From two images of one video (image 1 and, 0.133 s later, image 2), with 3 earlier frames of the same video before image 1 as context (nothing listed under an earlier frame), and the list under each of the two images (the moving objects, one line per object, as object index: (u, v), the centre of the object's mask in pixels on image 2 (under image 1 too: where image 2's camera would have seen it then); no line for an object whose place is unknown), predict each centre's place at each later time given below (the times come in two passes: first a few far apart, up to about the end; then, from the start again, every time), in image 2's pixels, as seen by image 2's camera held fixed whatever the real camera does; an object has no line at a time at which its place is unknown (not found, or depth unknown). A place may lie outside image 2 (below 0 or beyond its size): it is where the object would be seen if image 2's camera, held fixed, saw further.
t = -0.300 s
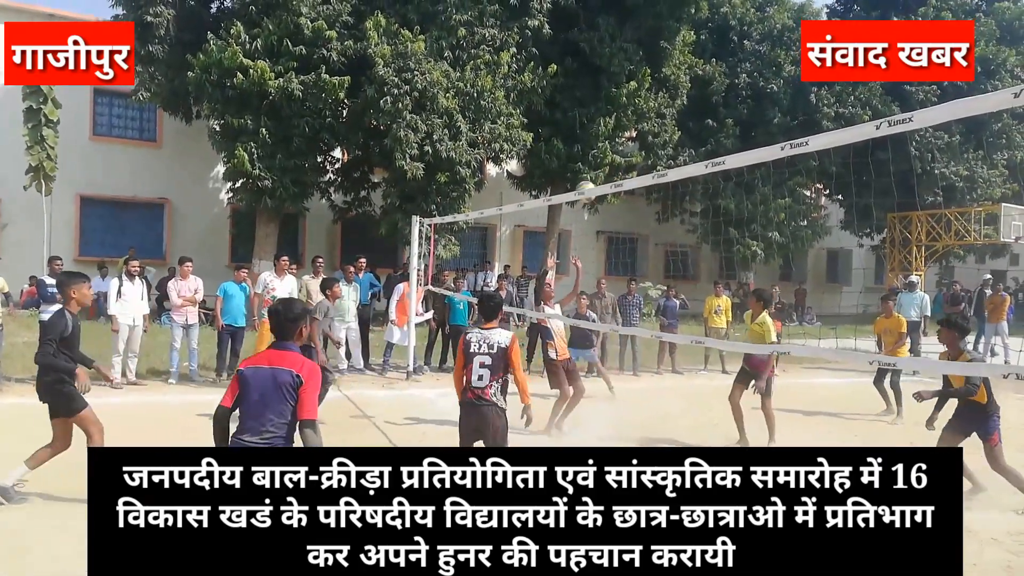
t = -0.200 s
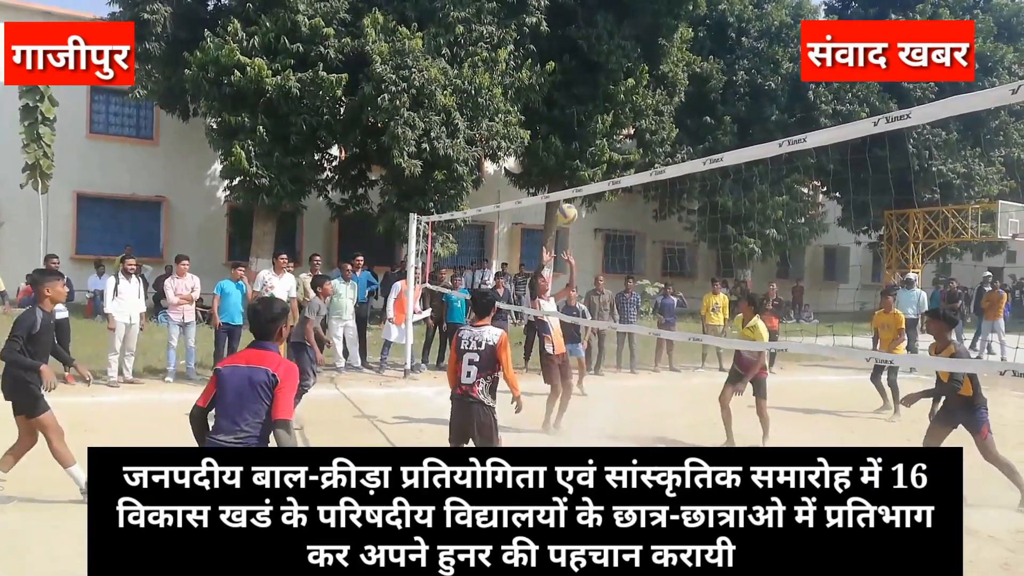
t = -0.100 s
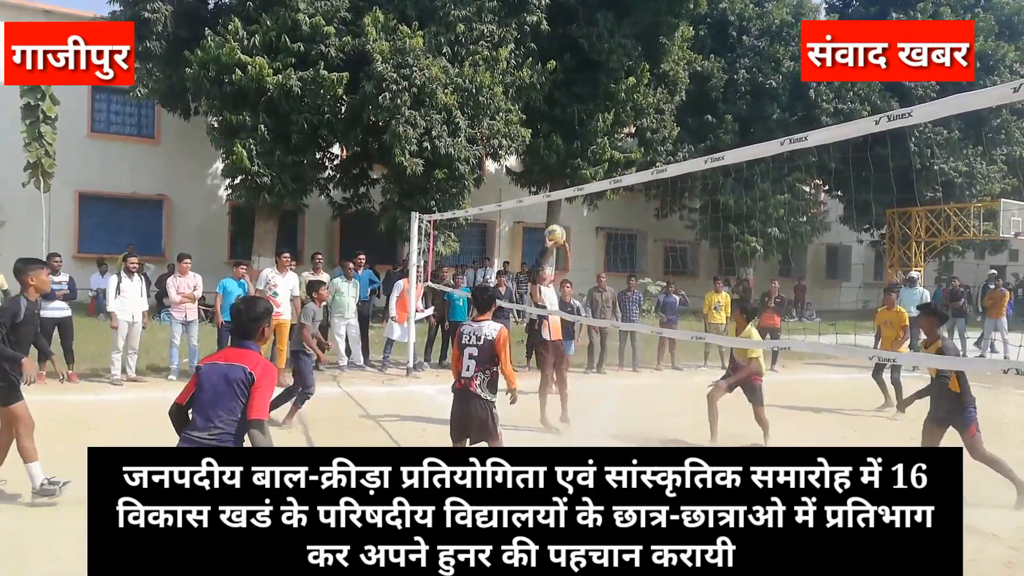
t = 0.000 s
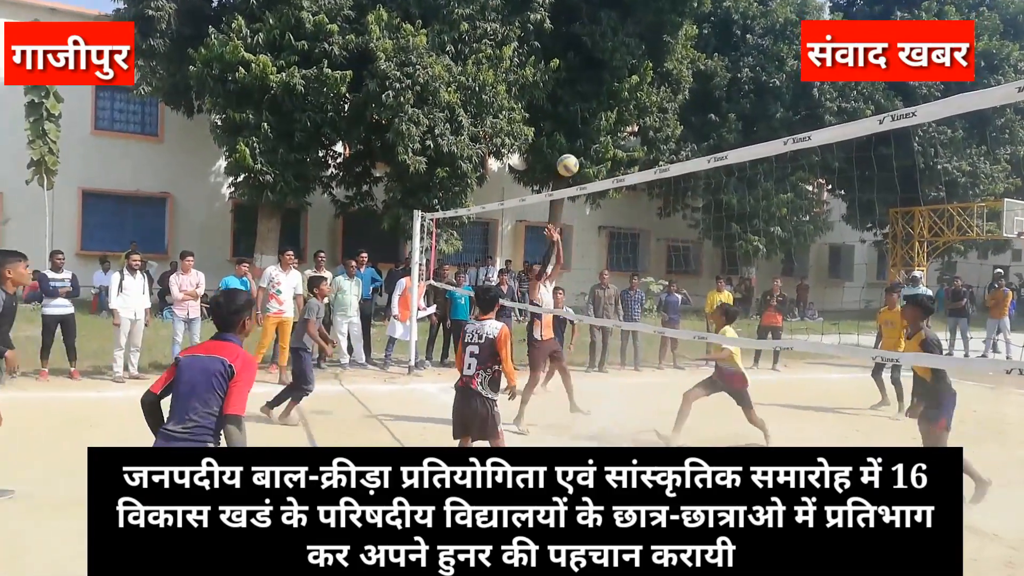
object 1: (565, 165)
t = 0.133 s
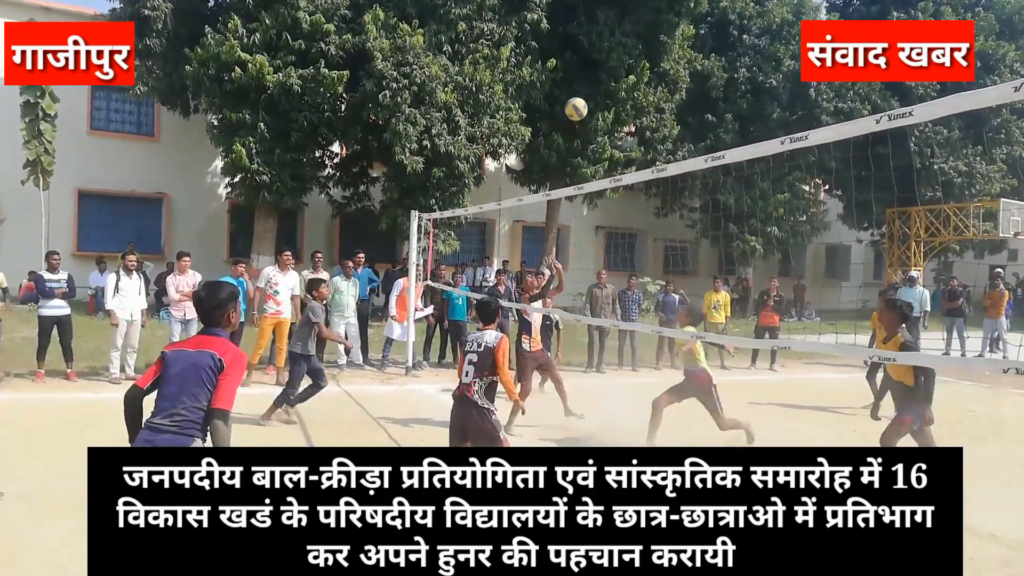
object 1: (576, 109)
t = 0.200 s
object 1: (582, 86)
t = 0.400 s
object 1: (598, 44)
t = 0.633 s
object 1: (617, 46)
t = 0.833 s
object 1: (632, 100)
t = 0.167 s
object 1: (579, 97)
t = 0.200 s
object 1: (582, 86)
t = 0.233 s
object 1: (584, 76)
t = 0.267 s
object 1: (587, 68)
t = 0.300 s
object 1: (590, 60)
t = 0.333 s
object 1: (593, 53)
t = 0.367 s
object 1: (596, 48)
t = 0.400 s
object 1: (598, 44)
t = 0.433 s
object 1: (601, 40)
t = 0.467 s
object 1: (604, 38)
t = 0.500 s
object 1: (607, 37)
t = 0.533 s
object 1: (609, 38)
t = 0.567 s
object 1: (612, 40)
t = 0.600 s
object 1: (614, 42)
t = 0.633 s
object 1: (617, 46)
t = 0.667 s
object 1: (619, 52)
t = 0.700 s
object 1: (622, 59)
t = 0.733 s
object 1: (624, 67)
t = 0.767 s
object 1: (627, 76)
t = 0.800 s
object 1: (629, 87)
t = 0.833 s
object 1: (632, 100)
